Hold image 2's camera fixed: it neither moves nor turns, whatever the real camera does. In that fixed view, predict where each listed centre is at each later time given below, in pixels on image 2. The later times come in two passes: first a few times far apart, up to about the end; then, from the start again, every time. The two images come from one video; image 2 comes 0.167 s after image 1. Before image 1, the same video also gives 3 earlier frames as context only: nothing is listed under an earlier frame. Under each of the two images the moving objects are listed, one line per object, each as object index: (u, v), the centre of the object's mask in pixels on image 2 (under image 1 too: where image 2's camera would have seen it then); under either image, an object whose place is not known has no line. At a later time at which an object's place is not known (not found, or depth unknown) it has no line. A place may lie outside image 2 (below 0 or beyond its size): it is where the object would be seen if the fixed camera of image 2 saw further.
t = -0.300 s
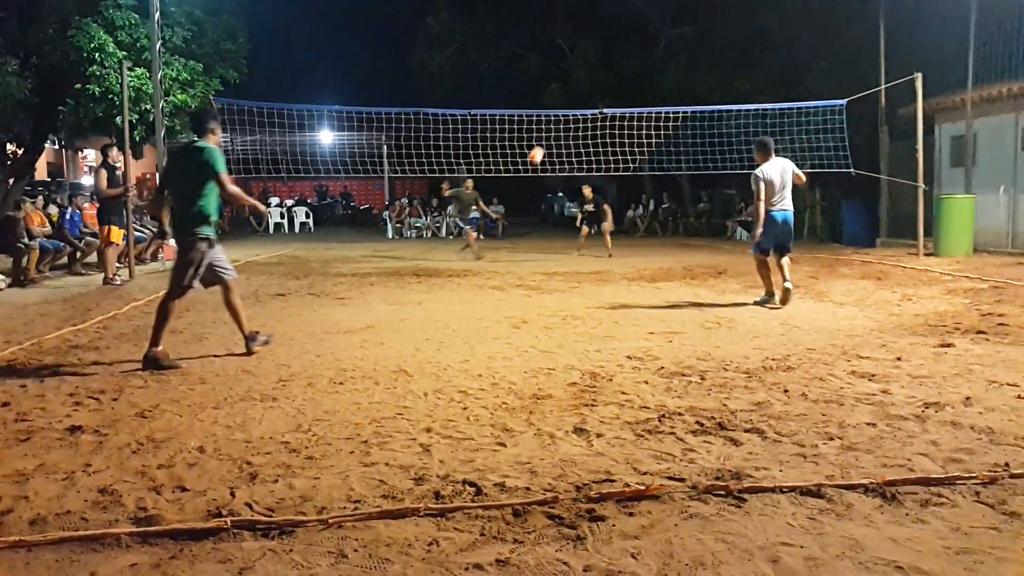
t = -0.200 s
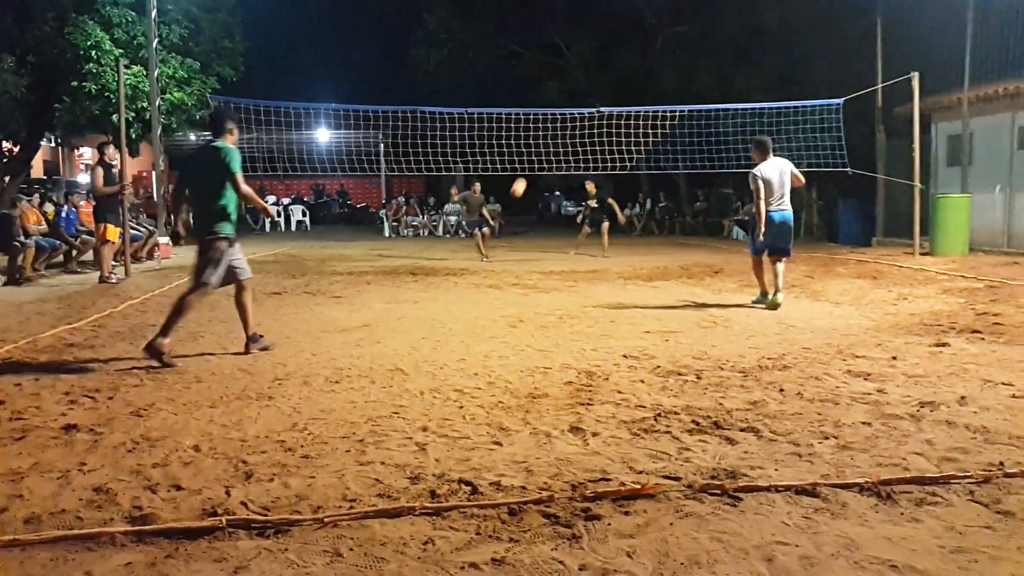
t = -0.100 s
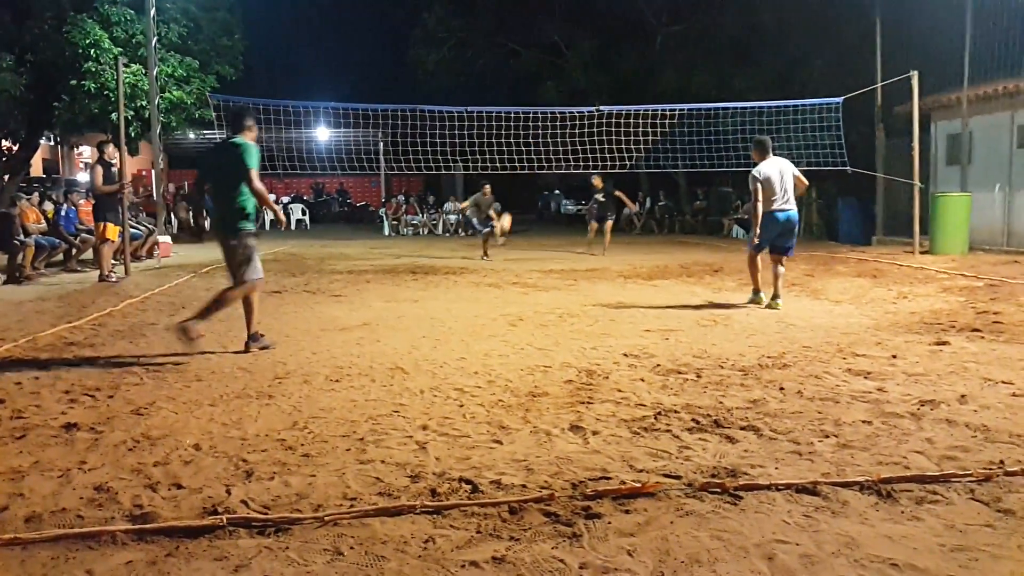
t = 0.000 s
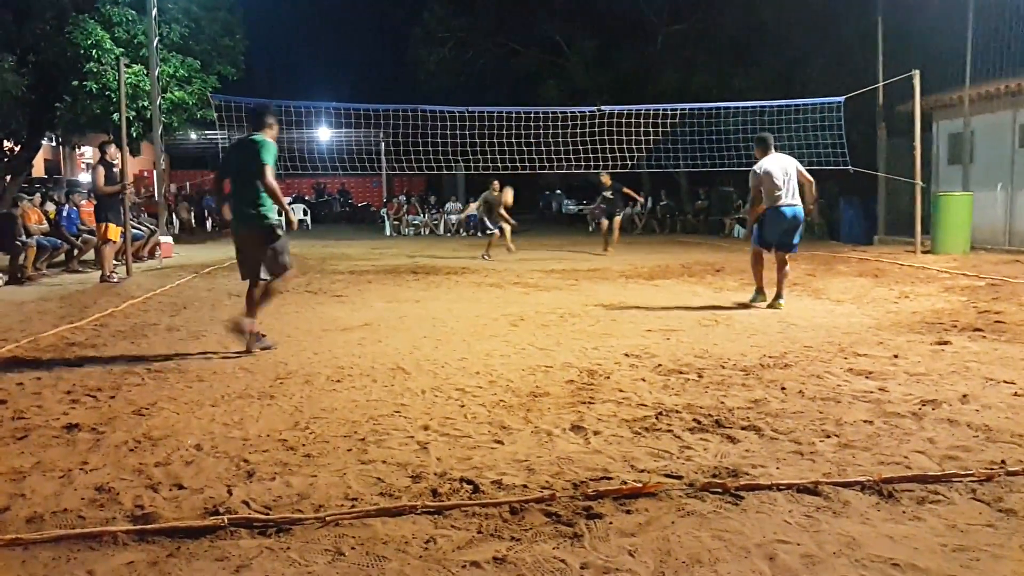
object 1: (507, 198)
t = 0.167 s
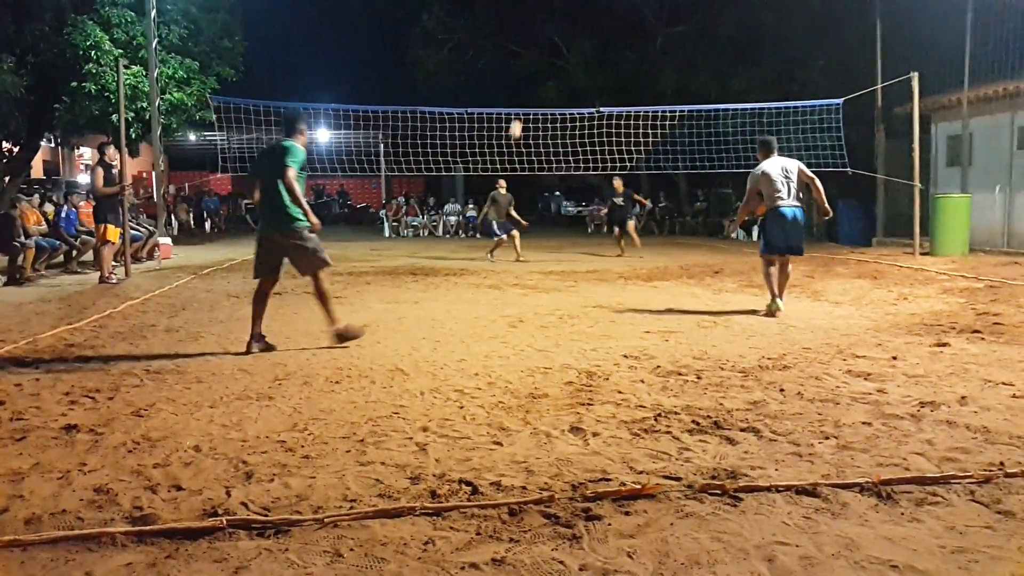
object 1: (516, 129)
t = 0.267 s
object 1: (521, 95)
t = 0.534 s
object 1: (536, 28)
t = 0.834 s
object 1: (553, 1)
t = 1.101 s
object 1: (570, 22)
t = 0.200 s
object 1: (517, 119)
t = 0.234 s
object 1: (519, 103)
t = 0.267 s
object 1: (521, 95)
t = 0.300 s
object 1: (523, 84)
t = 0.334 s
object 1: (525, 74)
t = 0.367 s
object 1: (526, 65)
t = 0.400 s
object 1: (528, 56)
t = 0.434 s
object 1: (530, 48)
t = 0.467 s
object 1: (532, 41)
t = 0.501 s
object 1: (534, 34)
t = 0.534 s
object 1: (536, 28)
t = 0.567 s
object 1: (538, 22)
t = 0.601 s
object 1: (539, 17)
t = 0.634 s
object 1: (541, 12)
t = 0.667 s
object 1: (543, 9)
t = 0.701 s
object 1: (545, 6)
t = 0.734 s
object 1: (547, 4)
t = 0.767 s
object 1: (549, 2)
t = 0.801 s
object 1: (551, 2)
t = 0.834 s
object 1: (553, 1)
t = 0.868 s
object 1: (555, 2)
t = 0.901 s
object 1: (557, 2)
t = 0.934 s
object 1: (560, 3)
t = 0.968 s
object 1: (562, 6)
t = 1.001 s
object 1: (564, 9)
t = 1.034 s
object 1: (566, 13)
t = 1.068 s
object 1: (568, 17)
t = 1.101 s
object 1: (570, 22)
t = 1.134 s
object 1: (572, 27)
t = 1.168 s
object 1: (574, 34)
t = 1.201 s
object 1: (577, 41)
